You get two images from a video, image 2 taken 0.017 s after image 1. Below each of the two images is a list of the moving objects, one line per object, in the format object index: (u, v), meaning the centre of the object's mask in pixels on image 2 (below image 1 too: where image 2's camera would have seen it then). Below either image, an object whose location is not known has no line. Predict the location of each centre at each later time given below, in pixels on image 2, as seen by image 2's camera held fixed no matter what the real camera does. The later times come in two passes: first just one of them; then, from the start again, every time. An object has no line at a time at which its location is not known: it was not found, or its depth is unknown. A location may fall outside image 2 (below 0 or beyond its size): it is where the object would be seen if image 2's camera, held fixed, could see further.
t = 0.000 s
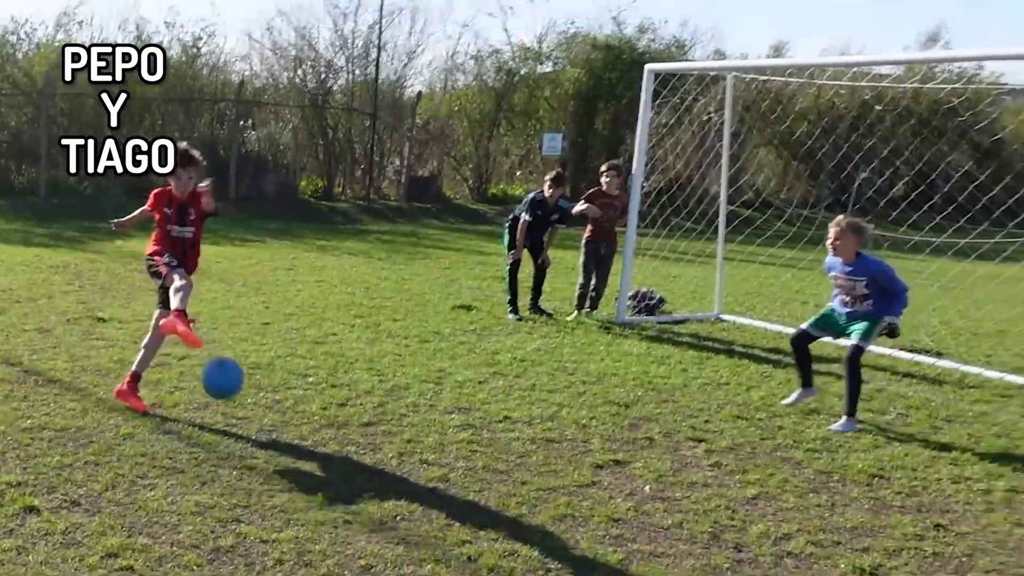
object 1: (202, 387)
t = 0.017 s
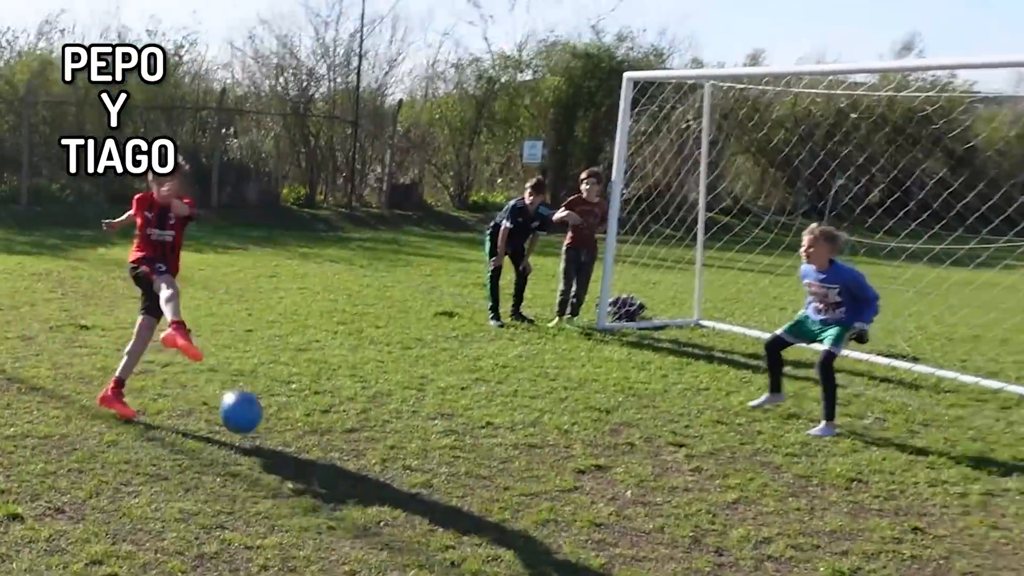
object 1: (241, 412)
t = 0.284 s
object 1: (648, 228)
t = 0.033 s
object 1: (278, 435)
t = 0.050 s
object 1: (301, 423)
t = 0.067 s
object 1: (325, 407)
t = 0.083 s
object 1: (349, 392)
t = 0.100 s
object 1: (374, 376)
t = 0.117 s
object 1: (399, 362)
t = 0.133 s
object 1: (426, 346)
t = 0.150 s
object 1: (451, 331)
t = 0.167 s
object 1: (476, 316)
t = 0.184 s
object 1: (502, 301)
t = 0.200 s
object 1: (528, 287)
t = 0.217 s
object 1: (552, 274)
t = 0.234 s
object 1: (577, 262)
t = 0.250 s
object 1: (599, 251)
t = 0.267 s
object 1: (623, 240)
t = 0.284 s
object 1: (648, 228)
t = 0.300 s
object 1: (675, 218)
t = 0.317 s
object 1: (700, 206)
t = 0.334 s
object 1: (727, 196)
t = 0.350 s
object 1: (752, 186)
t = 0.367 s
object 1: (780, 176)
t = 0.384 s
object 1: (808, 167)
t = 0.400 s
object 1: (836, 157)
